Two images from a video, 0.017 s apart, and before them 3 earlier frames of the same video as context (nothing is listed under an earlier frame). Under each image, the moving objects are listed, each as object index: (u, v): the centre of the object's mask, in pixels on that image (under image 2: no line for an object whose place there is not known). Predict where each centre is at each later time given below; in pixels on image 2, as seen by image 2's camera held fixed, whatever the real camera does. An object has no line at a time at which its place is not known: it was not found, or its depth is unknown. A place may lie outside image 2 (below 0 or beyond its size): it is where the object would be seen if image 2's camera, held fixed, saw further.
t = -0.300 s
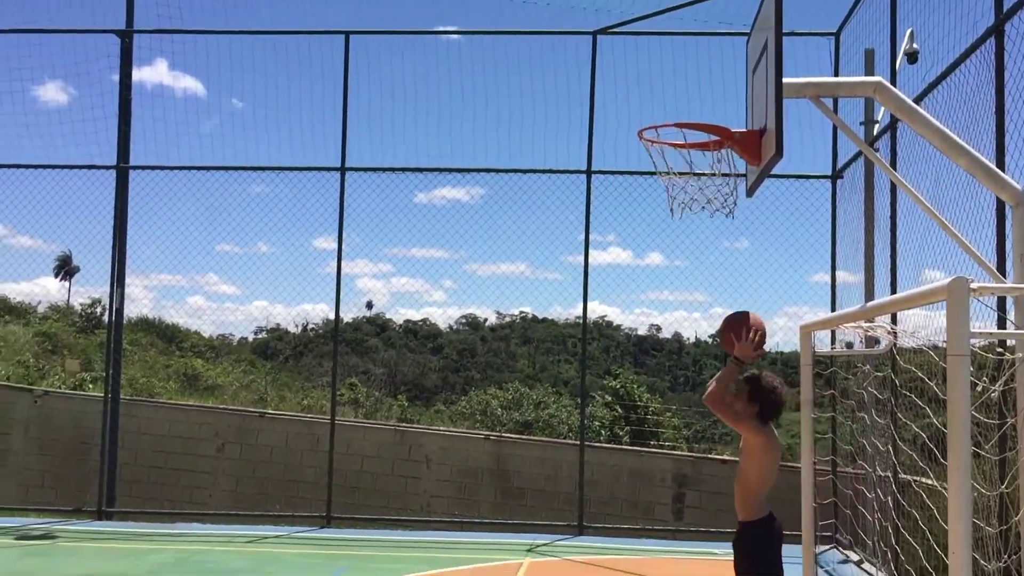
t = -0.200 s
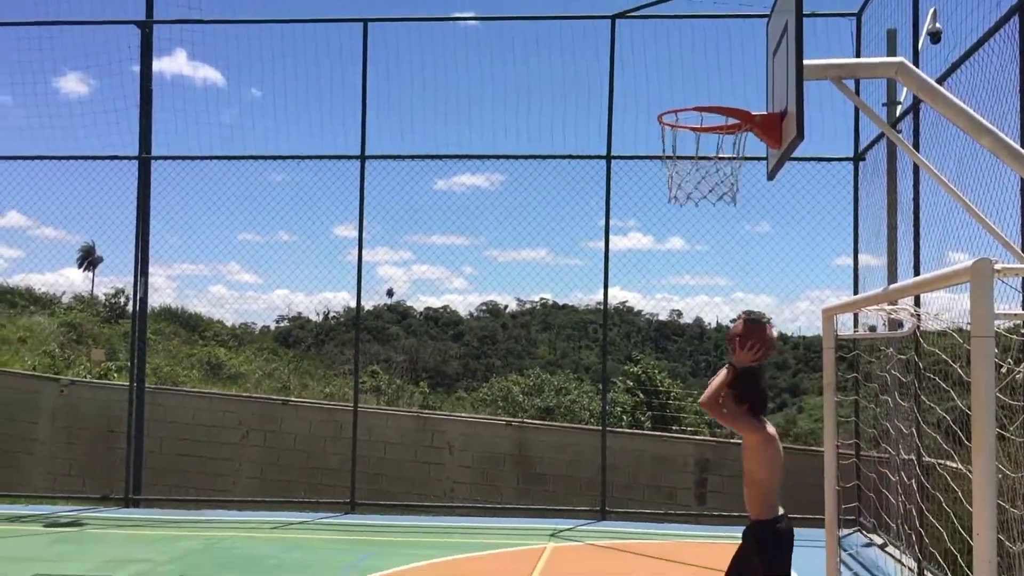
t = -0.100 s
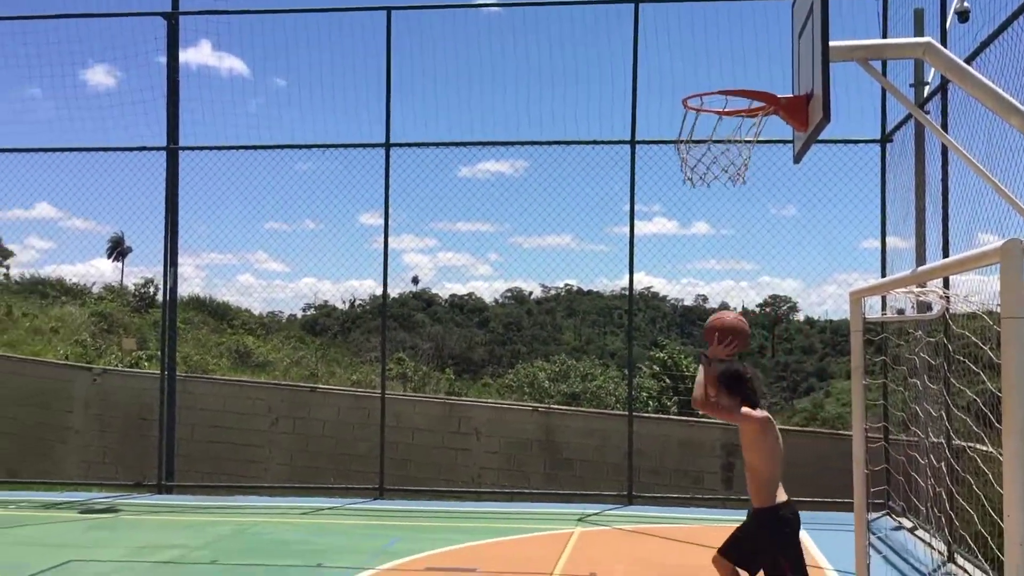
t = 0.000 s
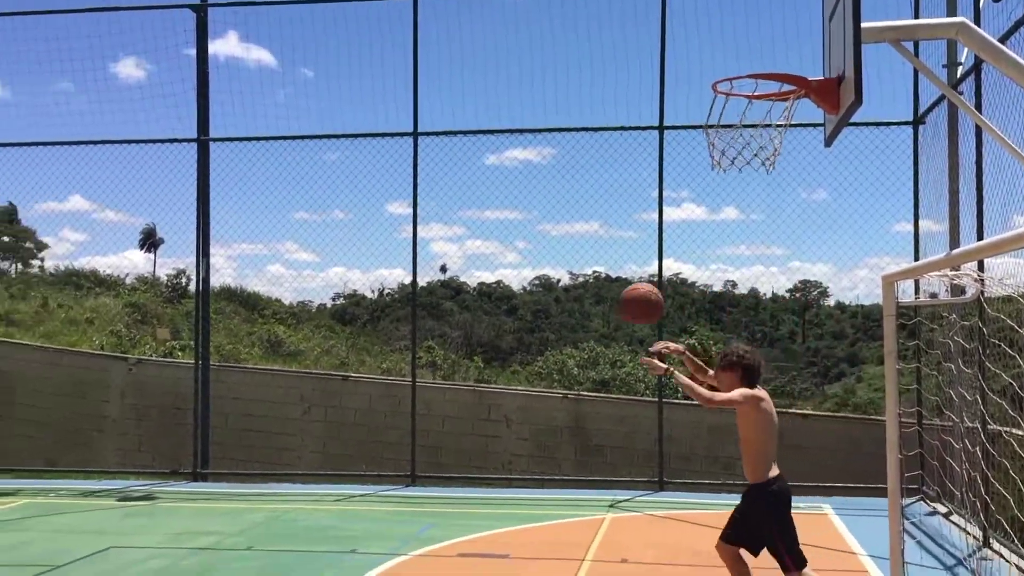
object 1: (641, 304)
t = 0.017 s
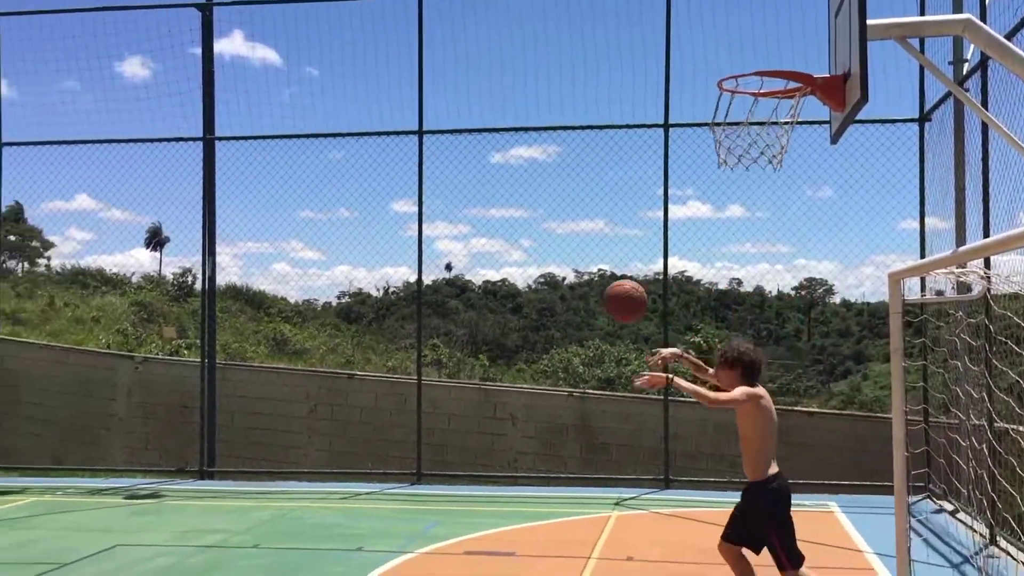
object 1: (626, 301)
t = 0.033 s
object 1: (604, 301)
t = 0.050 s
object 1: (582, 301)
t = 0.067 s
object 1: (562, 301)
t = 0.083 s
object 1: (540, 302)
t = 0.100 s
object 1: (519, 304)
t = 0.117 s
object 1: (498, 306)
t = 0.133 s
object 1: (478, 308)
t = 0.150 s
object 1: (457, 311)
